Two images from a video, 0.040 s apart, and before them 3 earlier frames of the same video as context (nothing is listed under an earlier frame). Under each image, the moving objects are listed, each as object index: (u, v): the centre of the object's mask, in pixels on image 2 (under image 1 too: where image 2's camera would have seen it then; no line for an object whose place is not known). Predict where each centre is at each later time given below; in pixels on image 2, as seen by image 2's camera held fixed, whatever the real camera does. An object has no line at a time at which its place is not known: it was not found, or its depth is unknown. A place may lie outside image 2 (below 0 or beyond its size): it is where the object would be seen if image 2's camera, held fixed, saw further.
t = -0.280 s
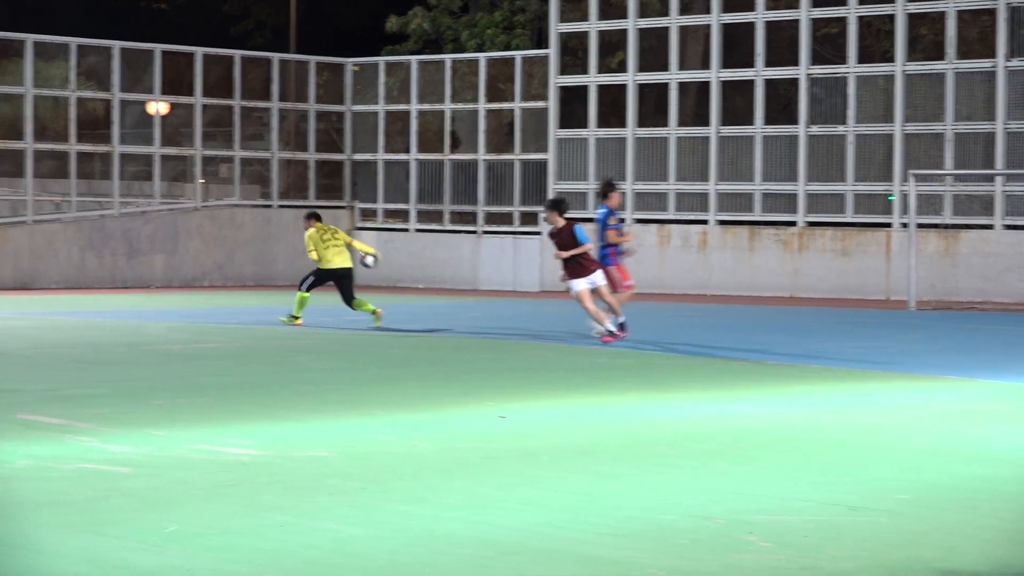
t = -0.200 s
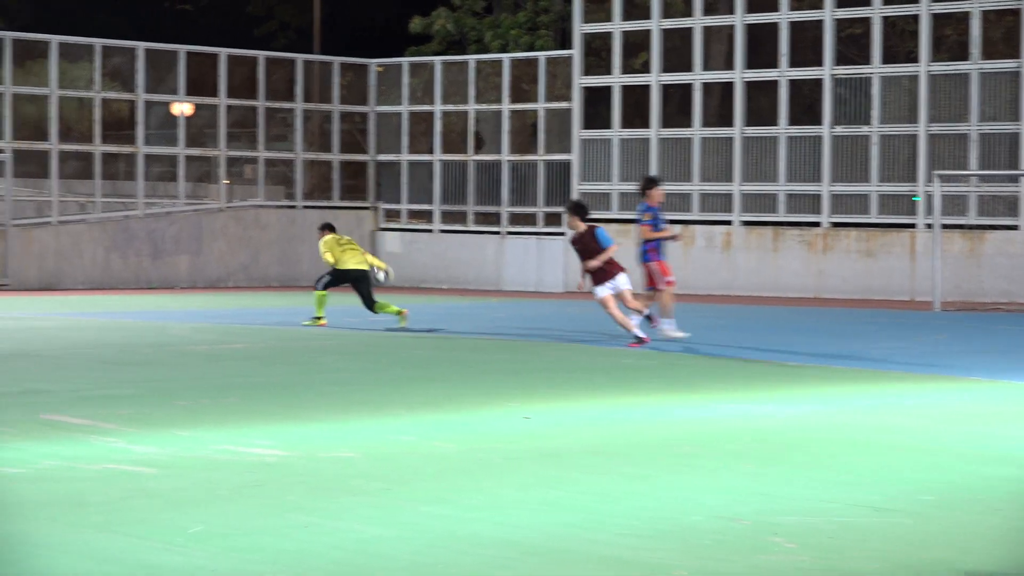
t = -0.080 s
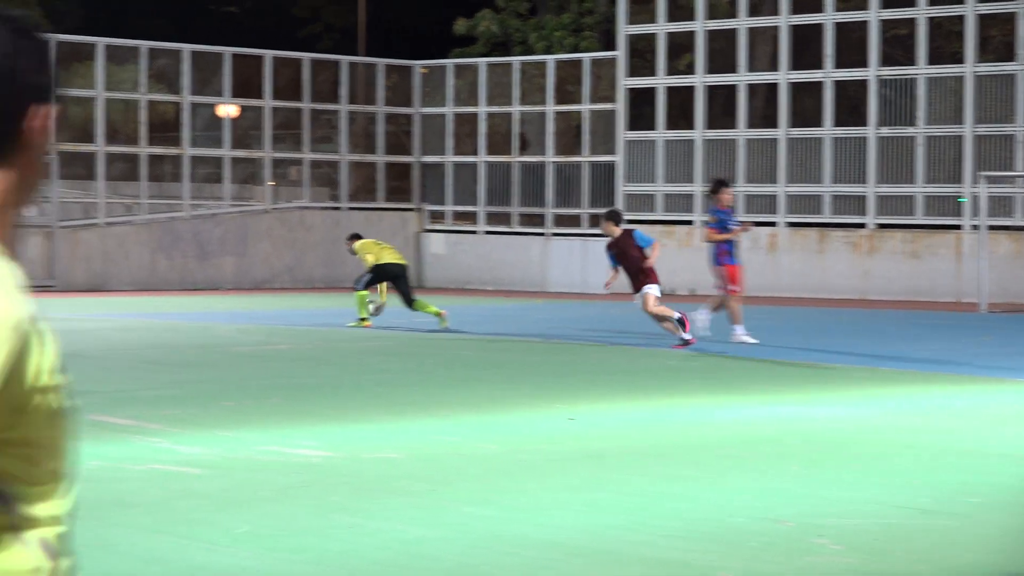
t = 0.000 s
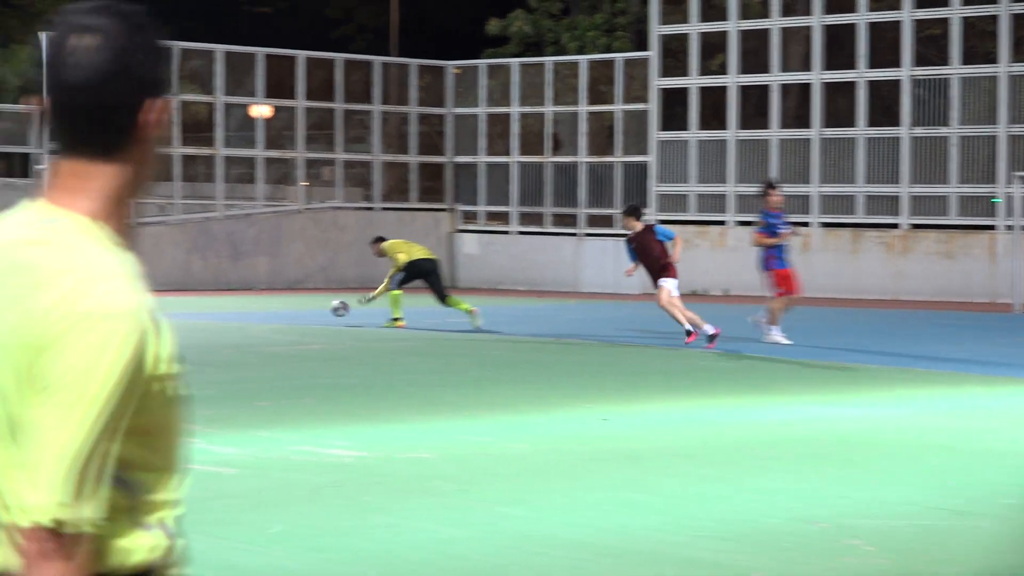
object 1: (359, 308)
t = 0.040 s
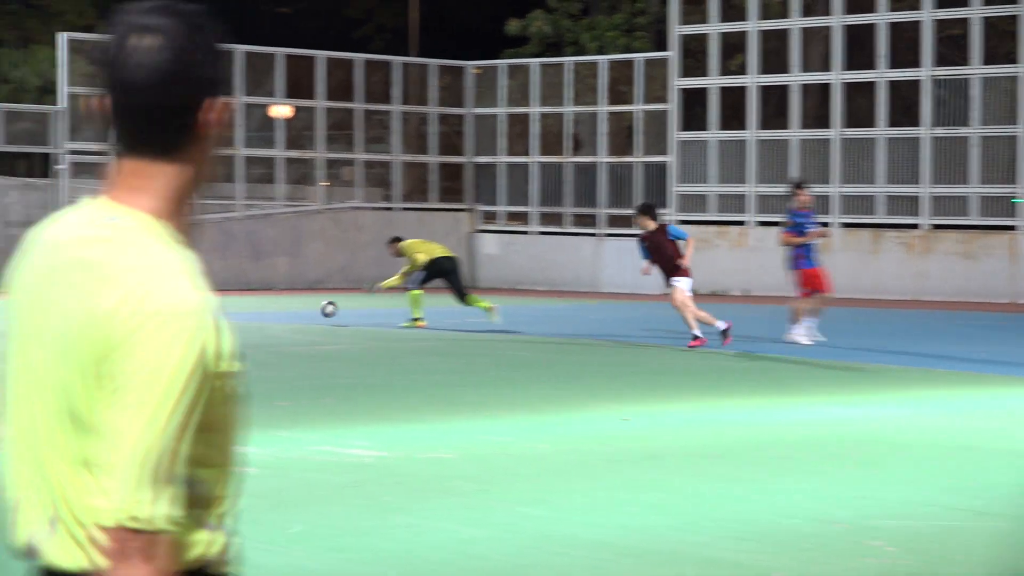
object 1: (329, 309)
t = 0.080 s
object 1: (299, 311)
